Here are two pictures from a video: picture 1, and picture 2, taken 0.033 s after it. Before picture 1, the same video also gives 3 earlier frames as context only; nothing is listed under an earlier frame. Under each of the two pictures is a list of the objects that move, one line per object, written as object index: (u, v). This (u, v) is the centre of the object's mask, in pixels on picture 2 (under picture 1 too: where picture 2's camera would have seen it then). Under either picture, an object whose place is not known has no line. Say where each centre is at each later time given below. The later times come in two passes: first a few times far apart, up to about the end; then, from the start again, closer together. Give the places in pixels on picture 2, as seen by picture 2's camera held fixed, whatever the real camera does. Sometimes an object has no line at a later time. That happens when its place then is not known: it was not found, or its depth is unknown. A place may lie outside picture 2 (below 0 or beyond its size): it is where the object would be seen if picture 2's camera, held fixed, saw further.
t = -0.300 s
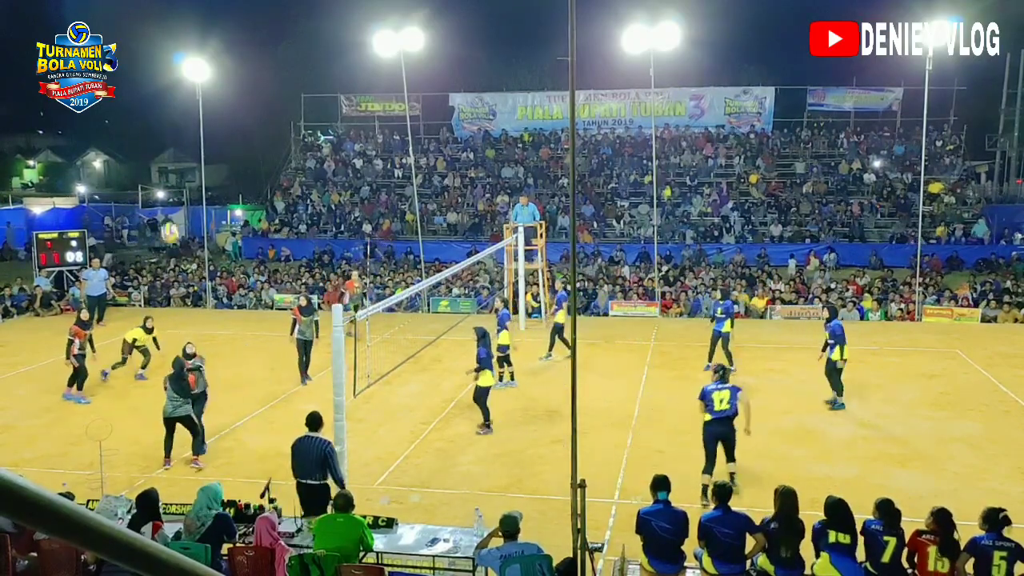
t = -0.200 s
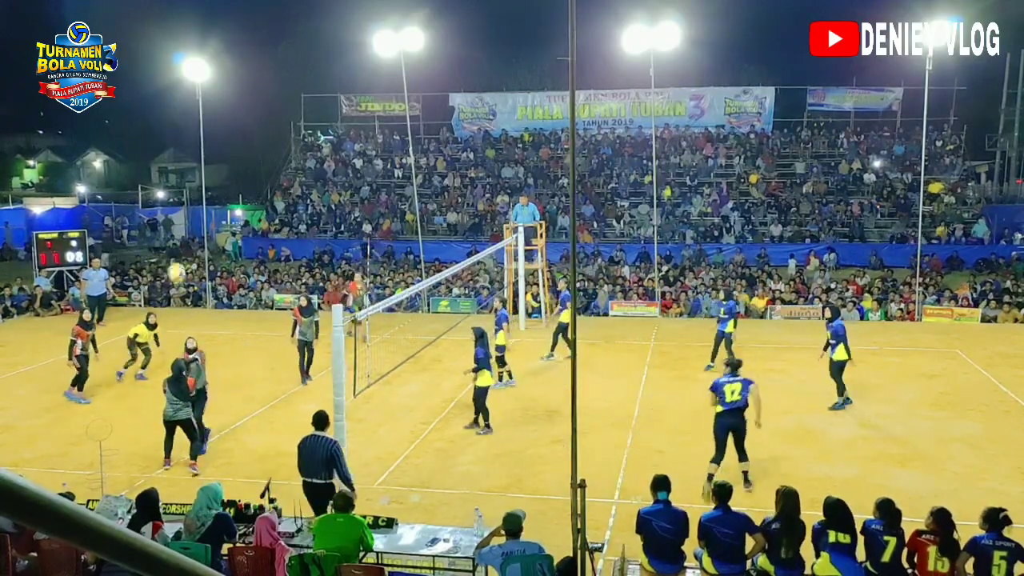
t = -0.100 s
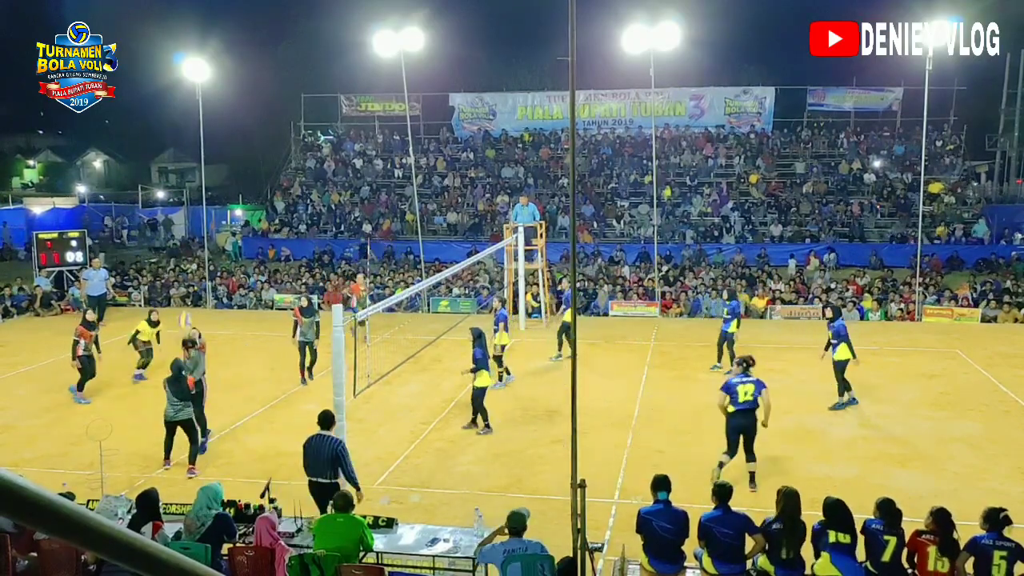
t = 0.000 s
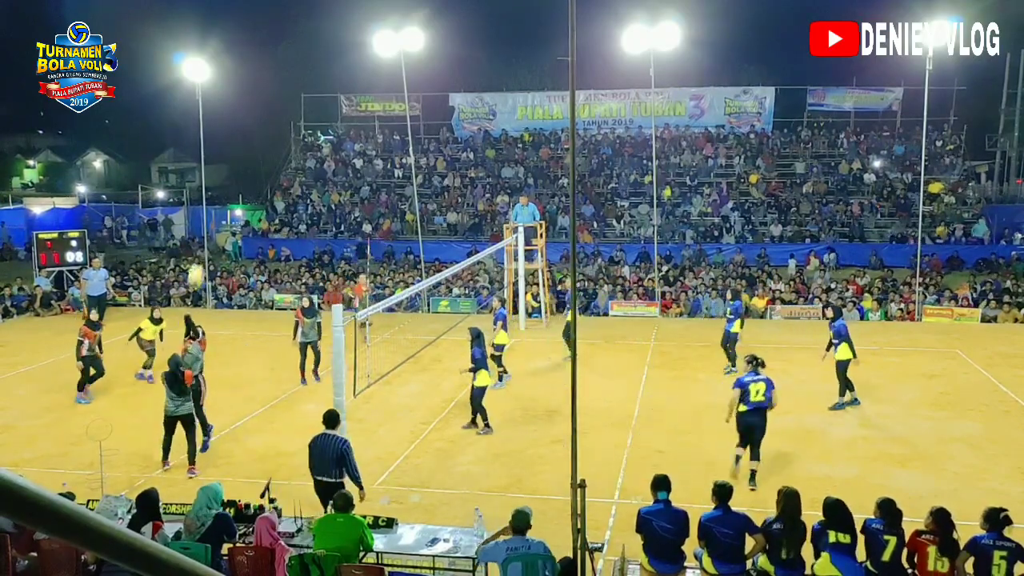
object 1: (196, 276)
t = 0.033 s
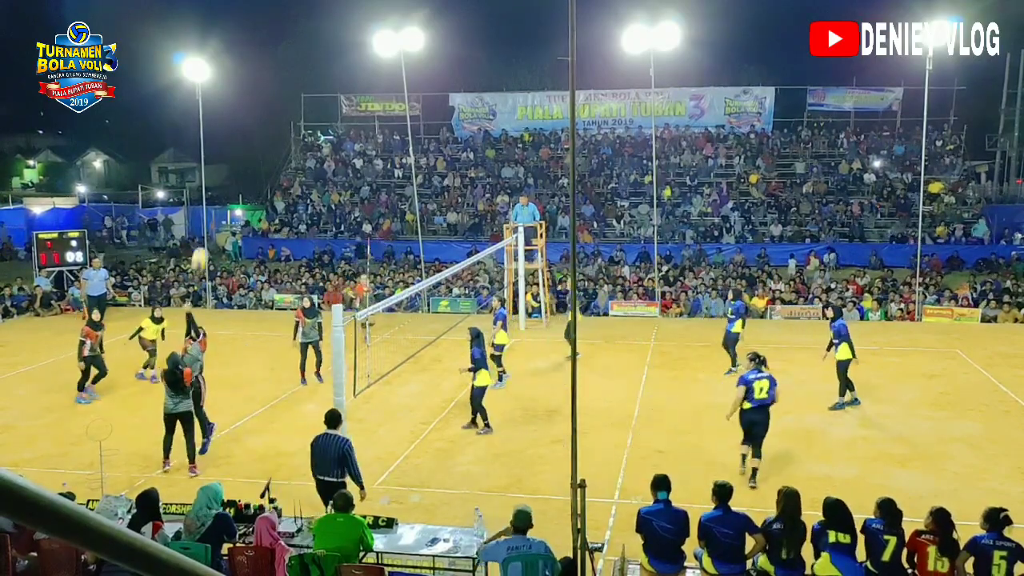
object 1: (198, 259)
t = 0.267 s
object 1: (225, 165)
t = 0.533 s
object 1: (253, 114)
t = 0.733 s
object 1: (272, 109)
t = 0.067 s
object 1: (203, 243)
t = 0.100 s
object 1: (207, 227)
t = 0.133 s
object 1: (212, 211)
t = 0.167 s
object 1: (215, 198)
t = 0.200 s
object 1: (218, 186)
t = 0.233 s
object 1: (222, 175)
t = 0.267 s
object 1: (225, 165)
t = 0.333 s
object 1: (232, 147)
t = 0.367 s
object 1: (235, 139)
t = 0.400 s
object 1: (239, 132)
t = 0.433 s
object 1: (242, 126)
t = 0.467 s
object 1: (246, 121)
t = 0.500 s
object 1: (249, 117)
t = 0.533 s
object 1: (253, 114)
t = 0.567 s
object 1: (256, 111)
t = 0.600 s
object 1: (259, 109)
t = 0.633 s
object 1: (262, 108)
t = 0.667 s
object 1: (266, 108)
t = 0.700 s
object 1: (269, 108)
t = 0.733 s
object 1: (272, 109)
